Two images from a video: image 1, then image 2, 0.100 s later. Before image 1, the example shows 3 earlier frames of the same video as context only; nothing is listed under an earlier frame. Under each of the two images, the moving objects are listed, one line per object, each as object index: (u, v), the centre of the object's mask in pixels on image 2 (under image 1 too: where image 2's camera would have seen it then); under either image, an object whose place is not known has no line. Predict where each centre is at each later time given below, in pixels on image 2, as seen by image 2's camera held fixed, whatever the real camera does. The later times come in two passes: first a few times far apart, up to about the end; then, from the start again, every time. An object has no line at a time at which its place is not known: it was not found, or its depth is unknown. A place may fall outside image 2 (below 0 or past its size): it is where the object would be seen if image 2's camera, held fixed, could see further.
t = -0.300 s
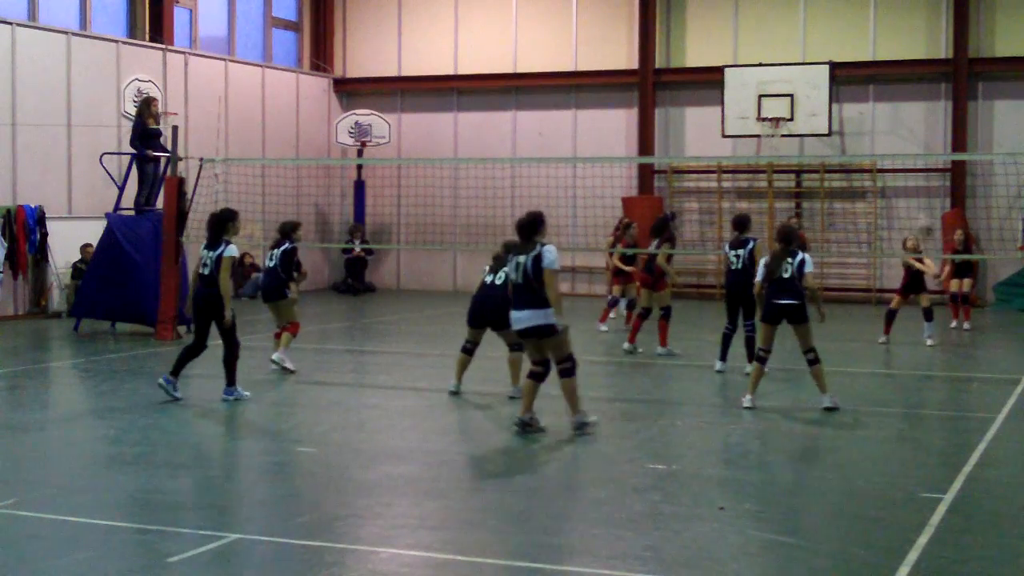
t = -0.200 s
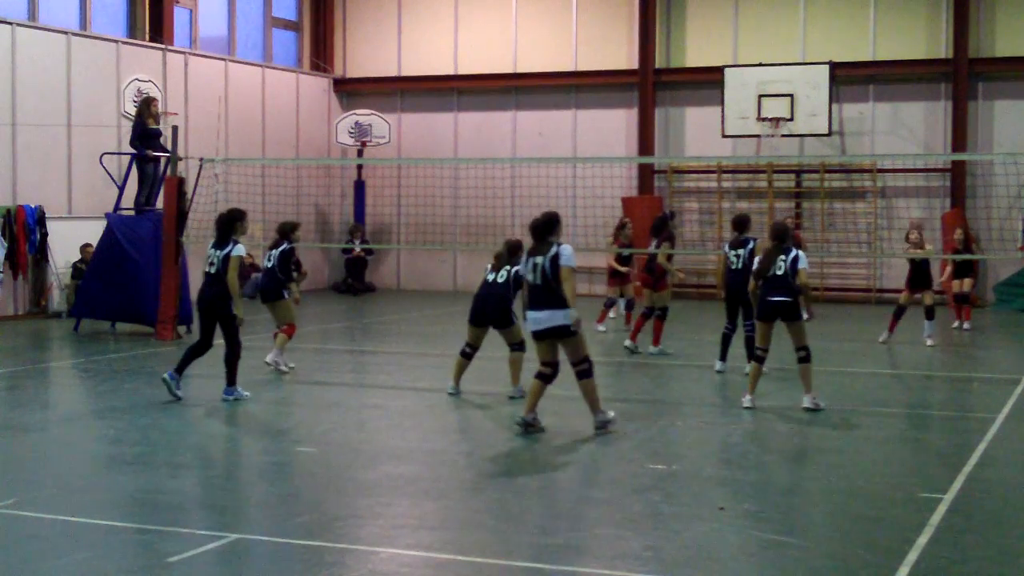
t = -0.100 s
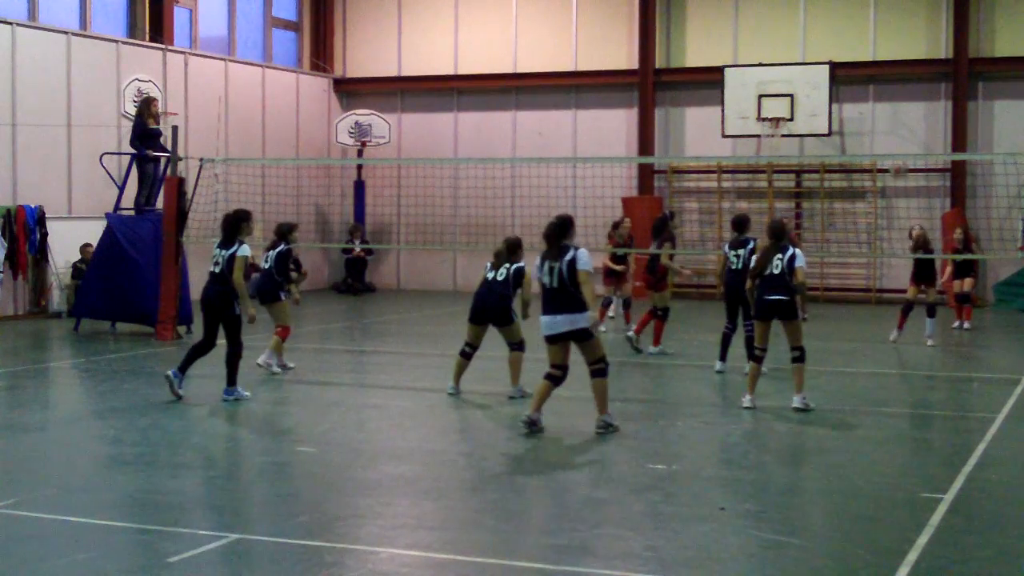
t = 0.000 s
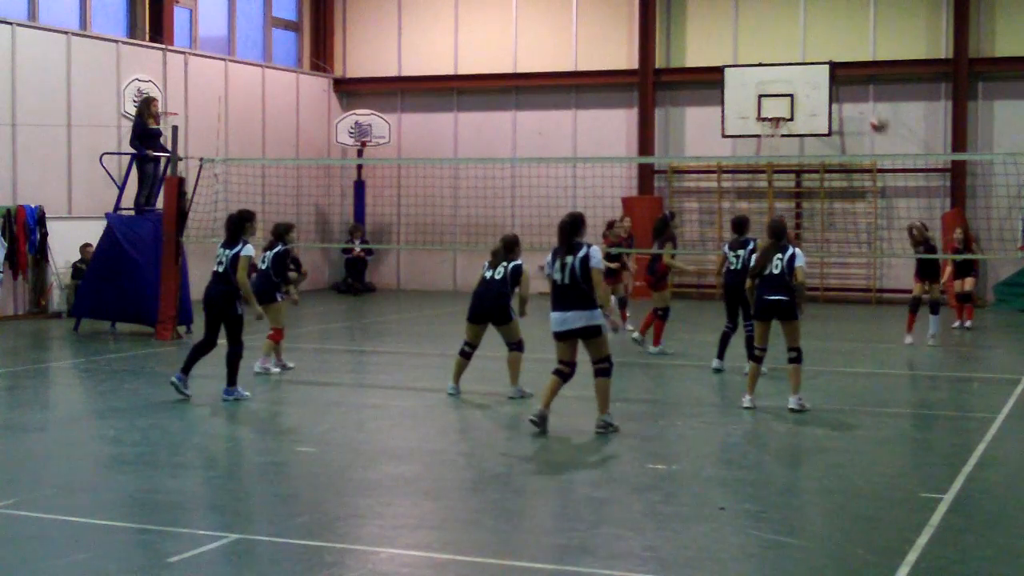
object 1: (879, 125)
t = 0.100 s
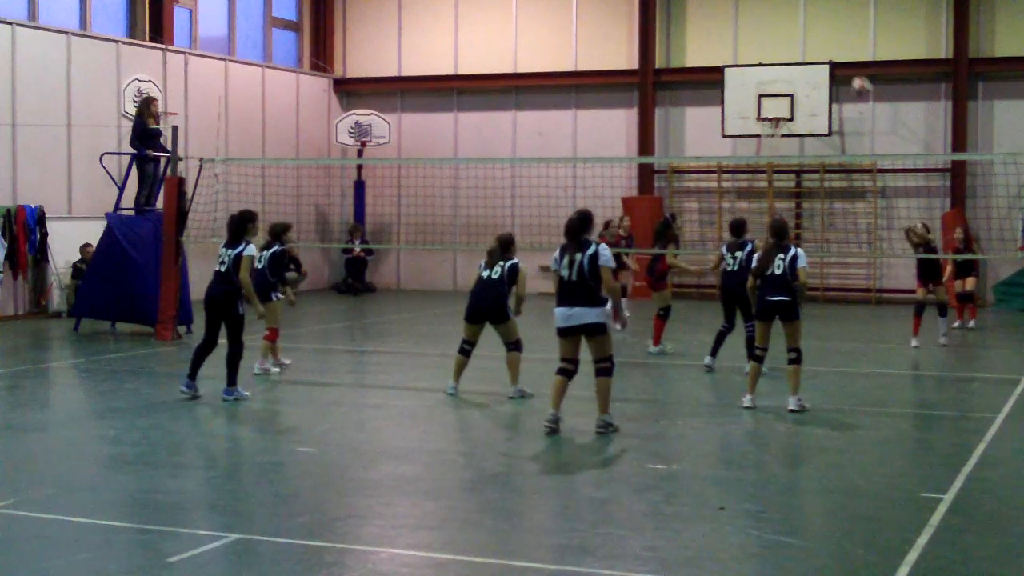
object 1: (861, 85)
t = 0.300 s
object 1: (825, 42)
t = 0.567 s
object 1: (774, 36)
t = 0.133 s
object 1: (855, 75)
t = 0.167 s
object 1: (847, 69)
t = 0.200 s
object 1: (842, 61)
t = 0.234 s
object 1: (837, 53)
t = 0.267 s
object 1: (830, 47)
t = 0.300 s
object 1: (825, 42)
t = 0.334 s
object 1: (818, 37)
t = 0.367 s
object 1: (812, 34)
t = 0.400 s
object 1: (806, 32)
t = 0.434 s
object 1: (799, 30)
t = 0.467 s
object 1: (793, 31)
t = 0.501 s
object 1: (786, 32)
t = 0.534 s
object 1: (780, 34)
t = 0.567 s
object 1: (774, 36)
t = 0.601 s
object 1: (767, 41)
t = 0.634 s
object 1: (761, 46)
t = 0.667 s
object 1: (755, 51)
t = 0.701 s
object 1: (749, 57)
